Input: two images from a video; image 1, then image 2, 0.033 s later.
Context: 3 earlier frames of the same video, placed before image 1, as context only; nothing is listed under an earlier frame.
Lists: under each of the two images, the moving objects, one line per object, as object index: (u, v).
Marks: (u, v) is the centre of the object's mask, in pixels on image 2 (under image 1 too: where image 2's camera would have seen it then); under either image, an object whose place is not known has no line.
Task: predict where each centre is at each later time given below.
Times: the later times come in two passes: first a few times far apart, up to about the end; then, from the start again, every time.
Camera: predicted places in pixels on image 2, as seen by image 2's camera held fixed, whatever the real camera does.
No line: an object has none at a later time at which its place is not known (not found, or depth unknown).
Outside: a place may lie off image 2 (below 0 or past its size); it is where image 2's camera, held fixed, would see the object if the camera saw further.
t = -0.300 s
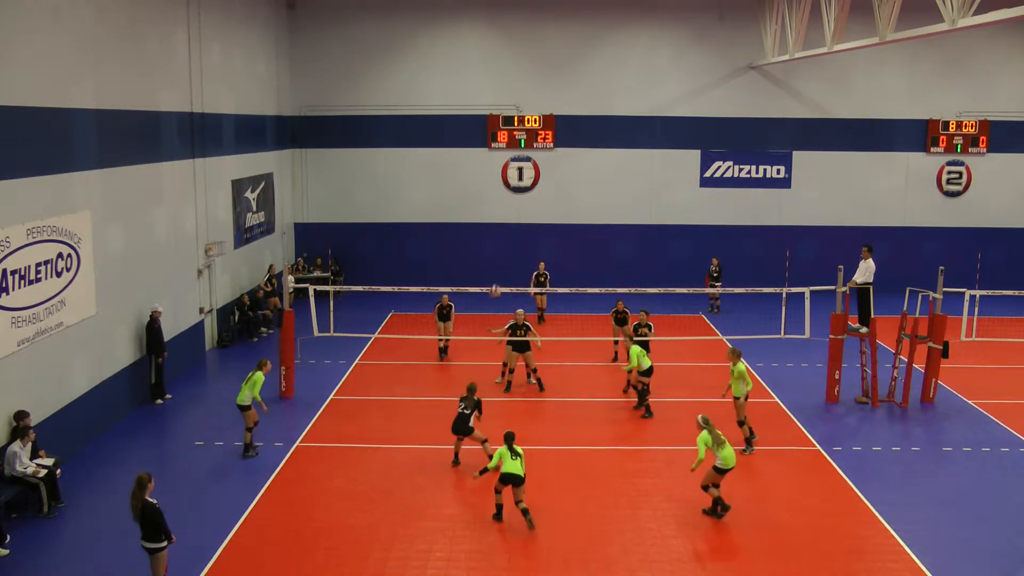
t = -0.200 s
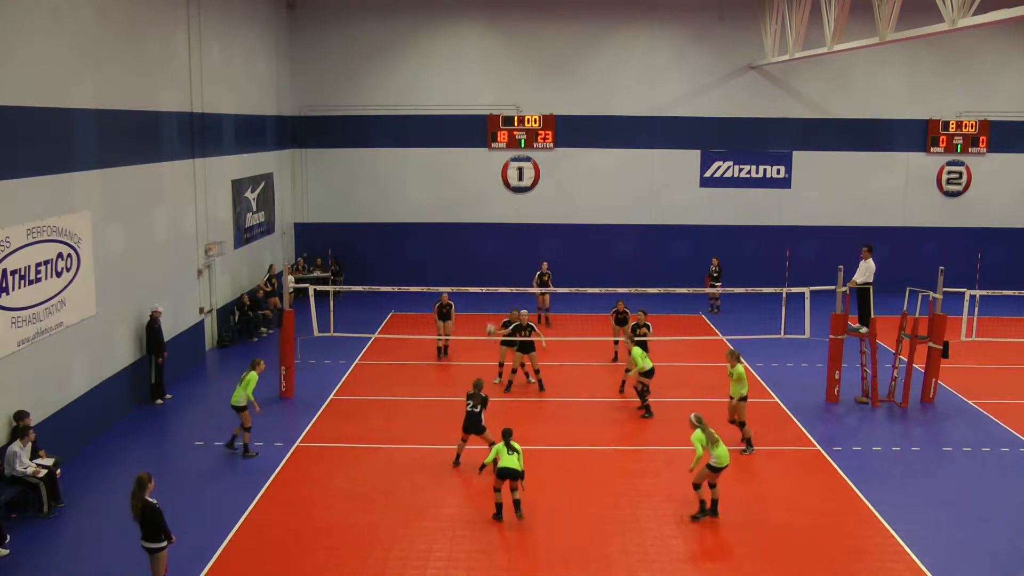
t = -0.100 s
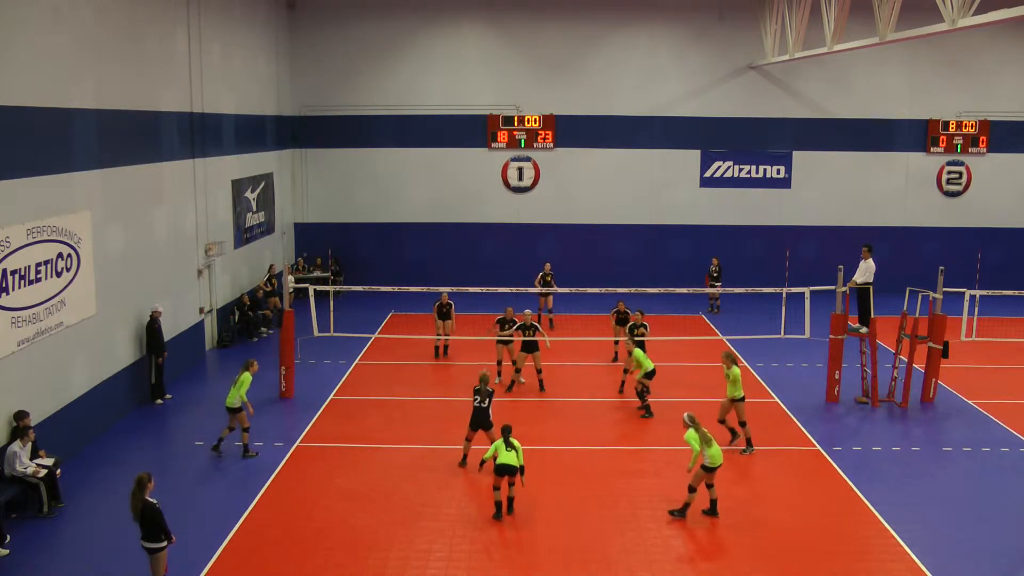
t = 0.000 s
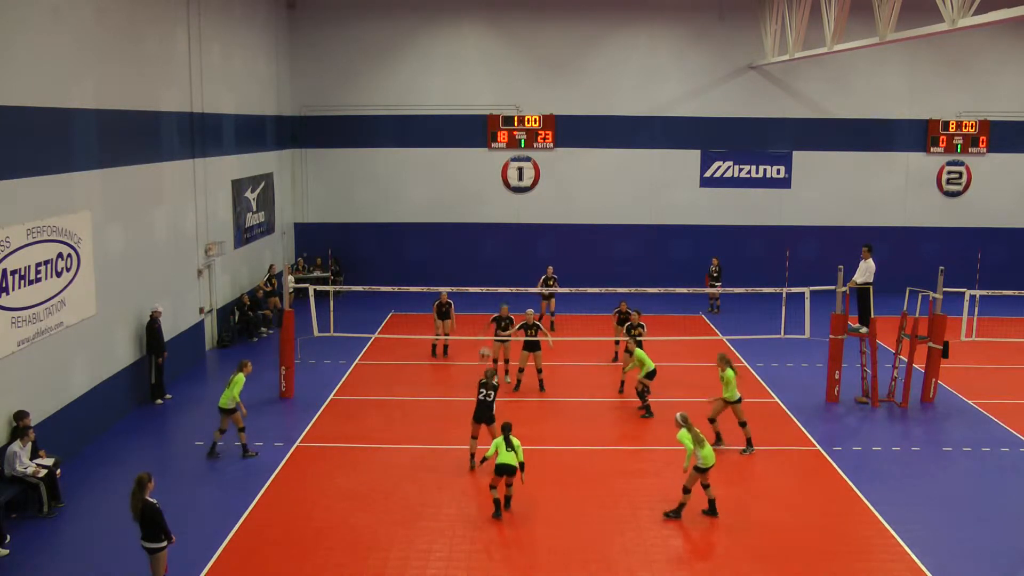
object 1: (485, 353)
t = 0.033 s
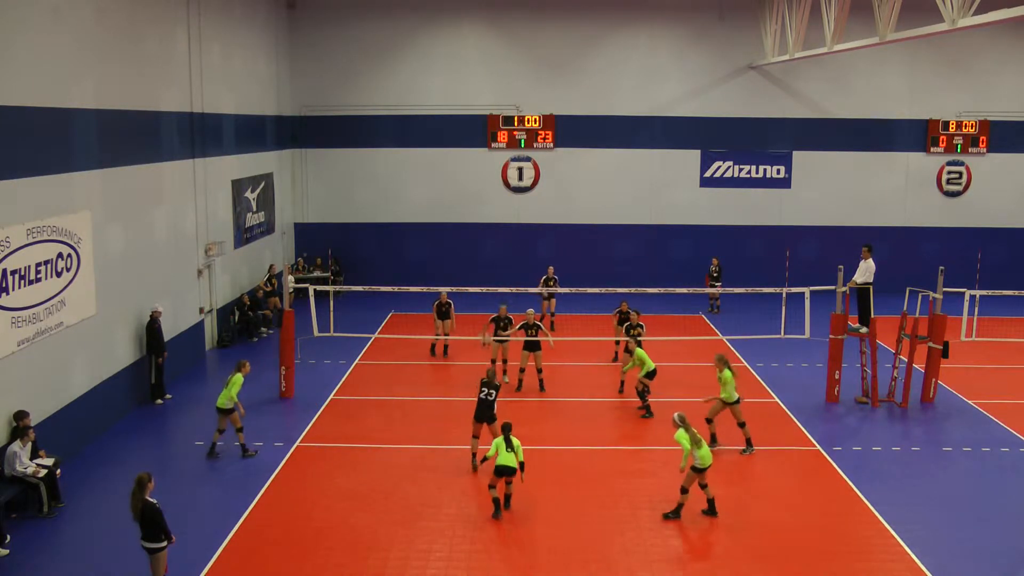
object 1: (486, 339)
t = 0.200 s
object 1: (492, 283)
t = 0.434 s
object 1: (498, 235)
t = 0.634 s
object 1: (503, 220)
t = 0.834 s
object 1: (508, 228)
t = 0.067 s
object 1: (487, 326)
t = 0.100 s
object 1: (488, 314)
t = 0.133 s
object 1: (490, 302)
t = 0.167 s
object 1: (490, 293)
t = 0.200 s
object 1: (492, 283)
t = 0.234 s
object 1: (492, 274)
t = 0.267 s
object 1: (493, 265)
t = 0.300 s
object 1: (494, 258)
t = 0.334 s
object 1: (496, 251)
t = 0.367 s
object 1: (497, 245)
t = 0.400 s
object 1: (497, 240)
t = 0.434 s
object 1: (498, 235)
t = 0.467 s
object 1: (499, 231)
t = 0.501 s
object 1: (499, 228)
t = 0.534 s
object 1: (500, 225)
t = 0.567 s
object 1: (501, 224)
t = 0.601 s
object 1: (502, 221)
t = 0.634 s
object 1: (503, 220)
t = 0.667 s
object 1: (504, 220)
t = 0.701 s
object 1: (505, 221)
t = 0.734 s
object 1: (506, 222)
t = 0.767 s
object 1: (506, 223)
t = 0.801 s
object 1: (507, 225)
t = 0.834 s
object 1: (508, 228)
